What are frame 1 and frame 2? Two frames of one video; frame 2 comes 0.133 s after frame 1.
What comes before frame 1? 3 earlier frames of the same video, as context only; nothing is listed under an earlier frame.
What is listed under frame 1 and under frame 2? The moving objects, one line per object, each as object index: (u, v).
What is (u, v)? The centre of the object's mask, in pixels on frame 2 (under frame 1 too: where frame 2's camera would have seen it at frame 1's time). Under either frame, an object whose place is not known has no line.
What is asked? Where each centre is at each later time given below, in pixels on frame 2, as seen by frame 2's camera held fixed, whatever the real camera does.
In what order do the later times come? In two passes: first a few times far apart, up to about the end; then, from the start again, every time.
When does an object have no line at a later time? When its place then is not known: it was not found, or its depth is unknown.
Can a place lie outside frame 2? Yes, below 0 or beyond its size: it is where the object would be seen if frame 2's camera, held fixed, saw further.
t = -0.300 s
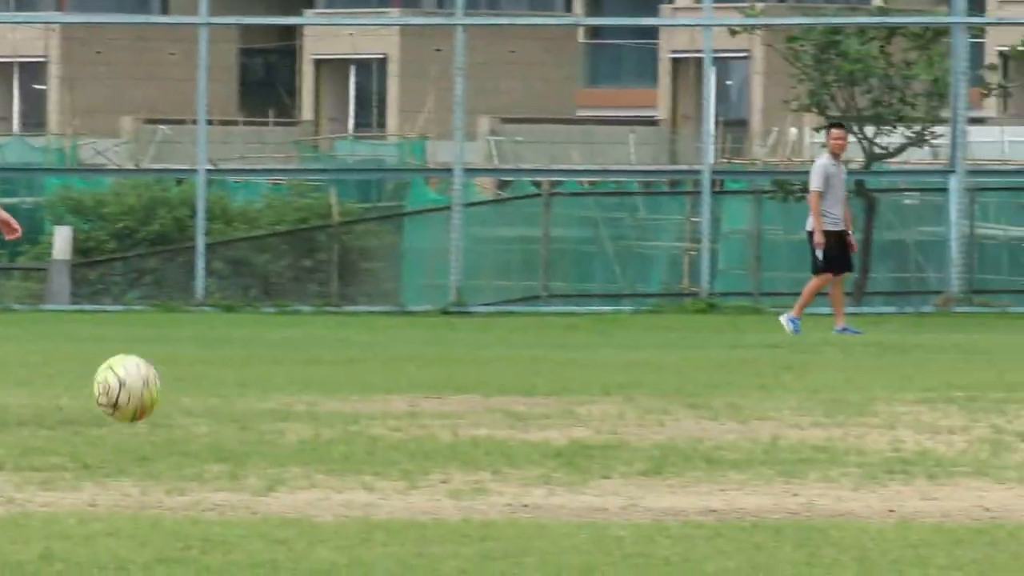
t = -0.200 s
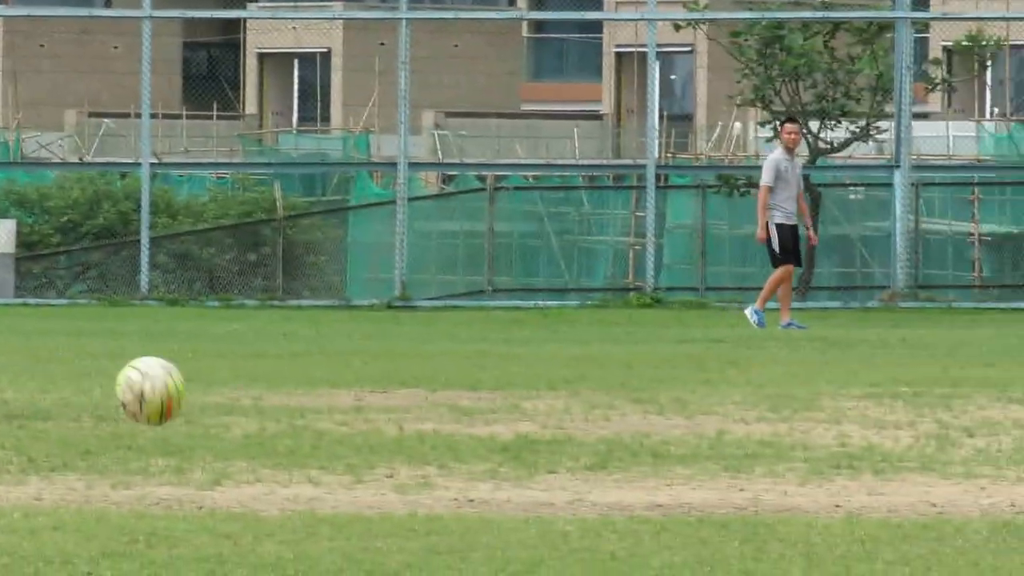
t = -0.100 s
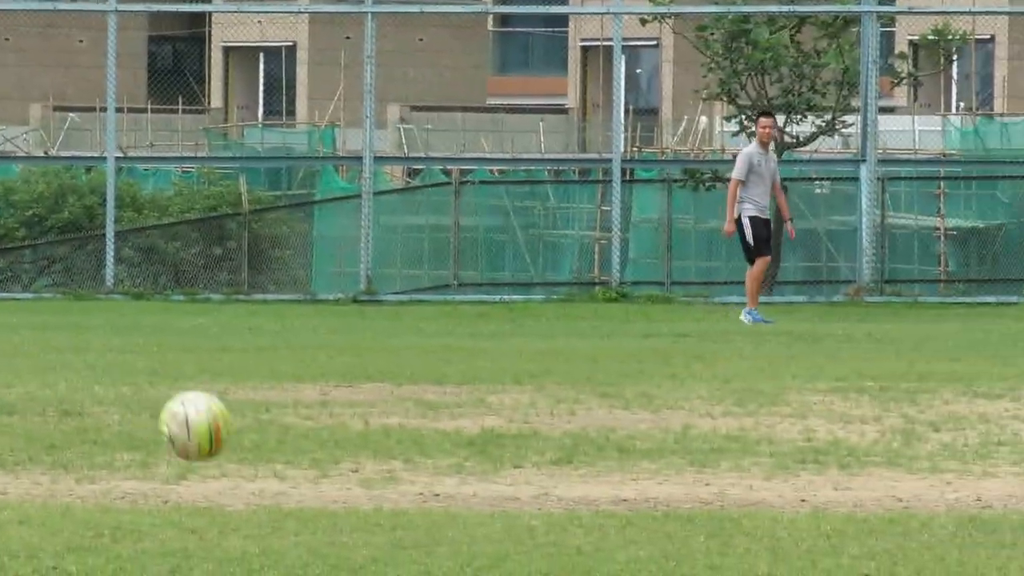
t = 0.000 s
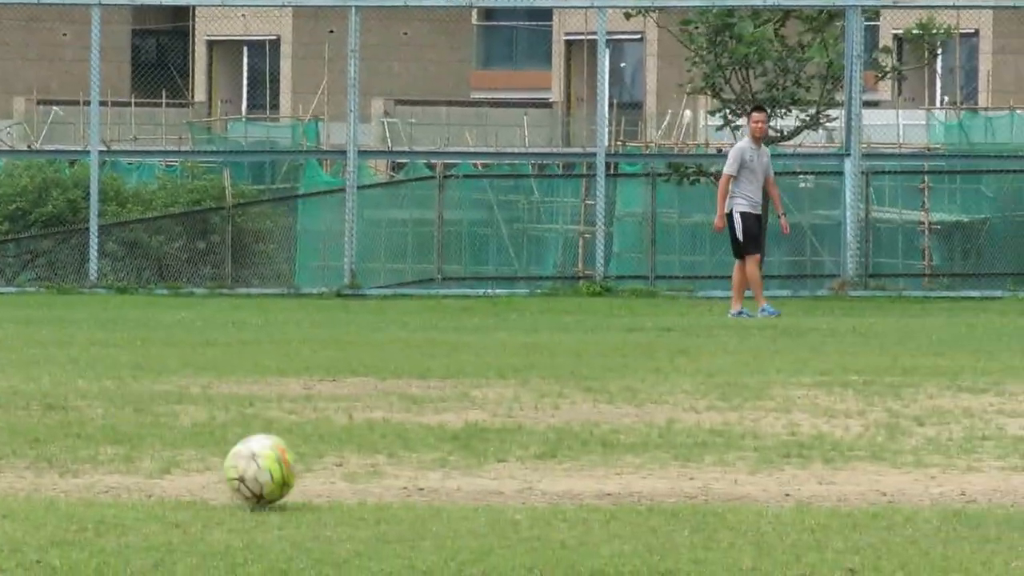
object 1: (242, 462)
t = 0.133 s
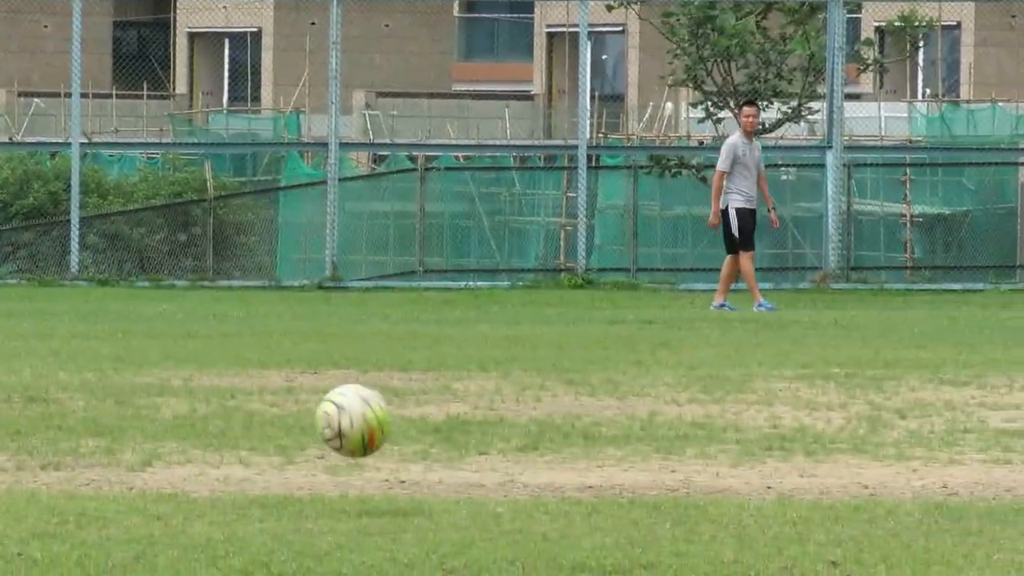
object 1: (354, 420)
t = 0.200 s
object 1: (410, 420)
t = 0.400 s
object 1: (587, 507)
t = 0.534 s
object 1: (715, 492)
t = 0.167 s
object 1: (382, 418)
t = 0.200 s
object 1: (410, 420)
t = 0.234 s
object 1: (439, 426)
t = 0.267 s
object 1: (468, 435)
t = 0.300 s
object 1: (498, 448)
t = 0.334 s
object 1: (527, 466)
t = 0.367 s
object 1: (557, 488)
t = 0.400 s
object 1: (587, 507)
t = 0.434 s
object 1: (618, 498)
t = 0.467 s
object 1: (650, 491)
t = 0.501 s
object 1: (683, 490)
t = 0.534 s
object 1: (715, 492)
